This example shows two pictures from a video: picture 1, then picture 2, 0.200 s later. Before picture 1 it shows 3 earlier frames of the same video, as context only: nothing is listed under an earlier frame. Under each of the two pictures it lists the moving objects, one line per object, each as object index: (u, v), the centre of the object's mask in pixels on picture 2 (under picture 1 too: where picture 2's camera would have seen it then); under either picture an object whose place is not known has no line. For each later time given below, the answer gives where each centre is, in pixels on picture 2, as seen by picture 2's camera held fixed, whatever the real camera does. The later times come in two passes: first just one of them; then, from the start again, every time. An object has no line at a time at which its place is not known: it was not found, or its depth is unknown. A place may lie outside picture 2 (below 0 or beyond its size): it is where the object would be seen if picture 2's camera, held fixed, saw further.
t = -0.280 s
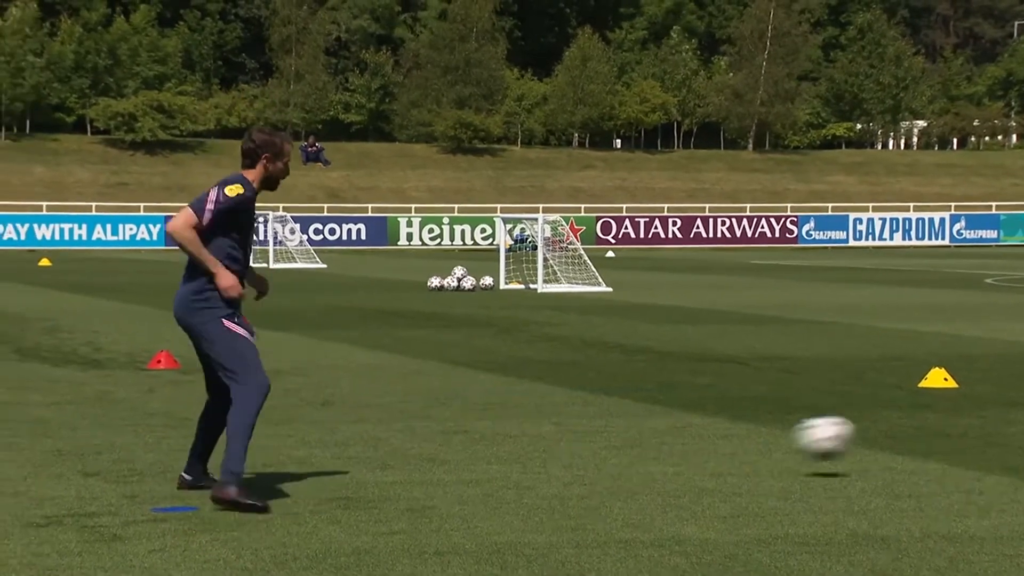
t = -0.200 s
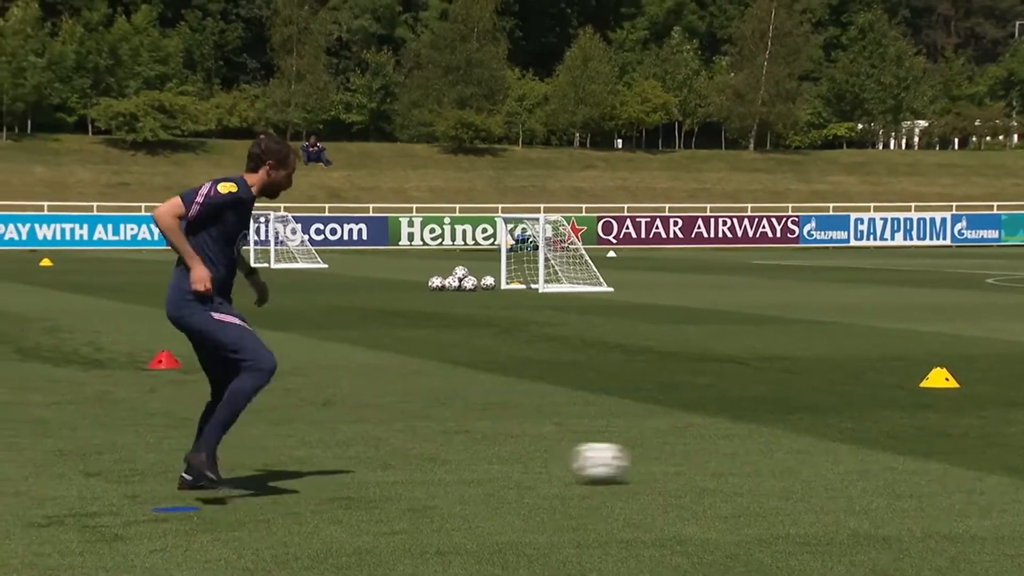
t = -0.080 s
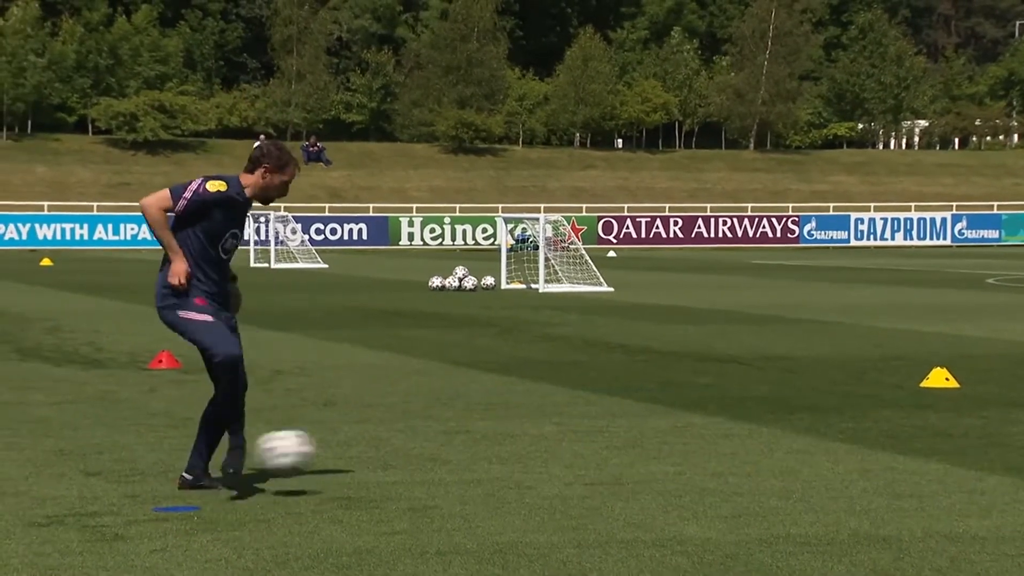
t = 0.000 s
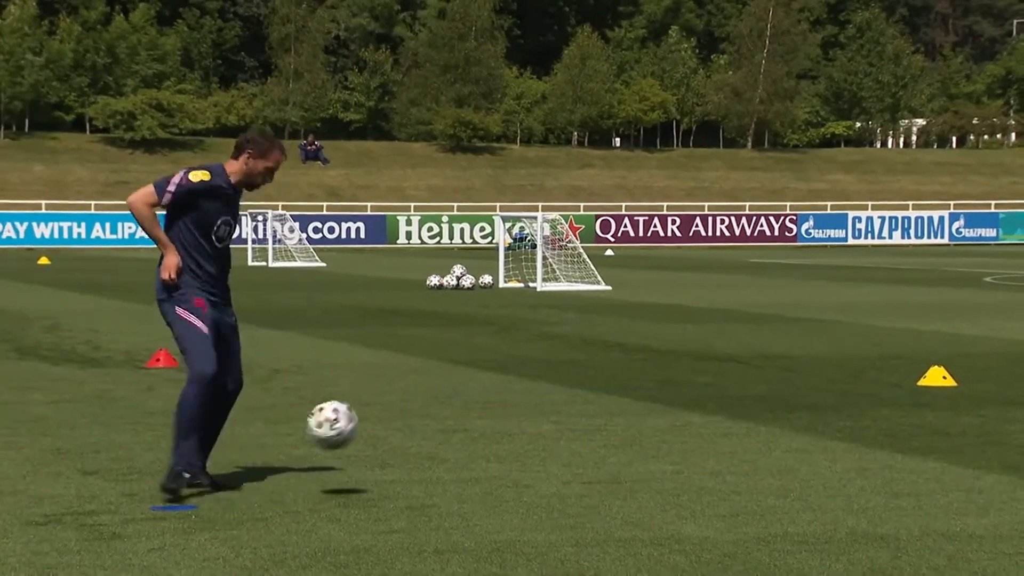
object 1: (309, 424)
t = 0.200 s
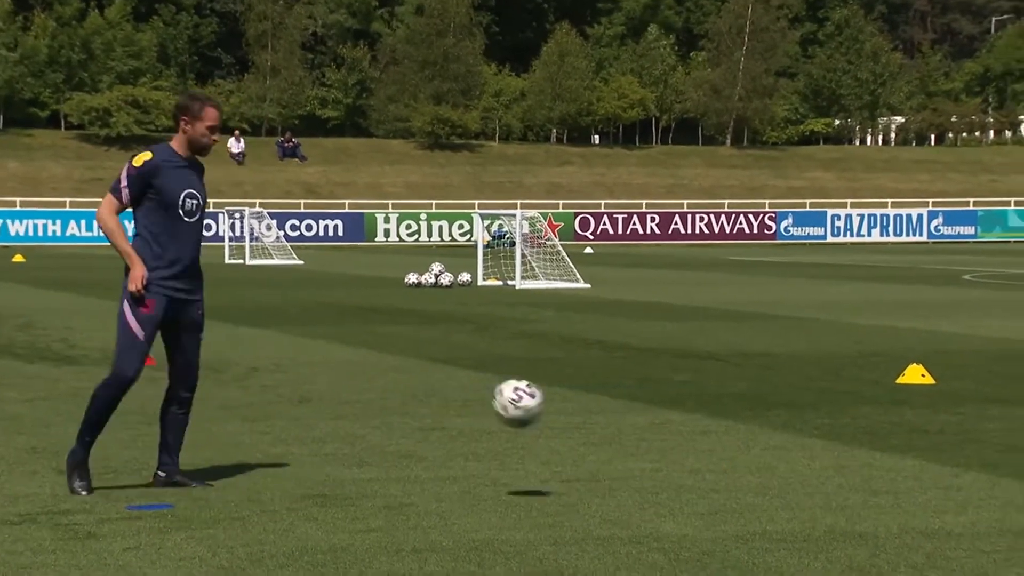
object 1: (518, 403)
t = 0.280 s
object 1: (601, 419)
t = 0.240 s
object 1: (559, 409)
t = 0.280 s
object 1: (601, 419)
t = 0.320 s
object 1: (644, 432)
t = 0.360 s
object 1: (687, 449)
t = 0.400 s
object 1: (731, 470)
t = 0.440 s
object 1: (773, 484)
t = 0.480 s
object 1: (805, 474)
